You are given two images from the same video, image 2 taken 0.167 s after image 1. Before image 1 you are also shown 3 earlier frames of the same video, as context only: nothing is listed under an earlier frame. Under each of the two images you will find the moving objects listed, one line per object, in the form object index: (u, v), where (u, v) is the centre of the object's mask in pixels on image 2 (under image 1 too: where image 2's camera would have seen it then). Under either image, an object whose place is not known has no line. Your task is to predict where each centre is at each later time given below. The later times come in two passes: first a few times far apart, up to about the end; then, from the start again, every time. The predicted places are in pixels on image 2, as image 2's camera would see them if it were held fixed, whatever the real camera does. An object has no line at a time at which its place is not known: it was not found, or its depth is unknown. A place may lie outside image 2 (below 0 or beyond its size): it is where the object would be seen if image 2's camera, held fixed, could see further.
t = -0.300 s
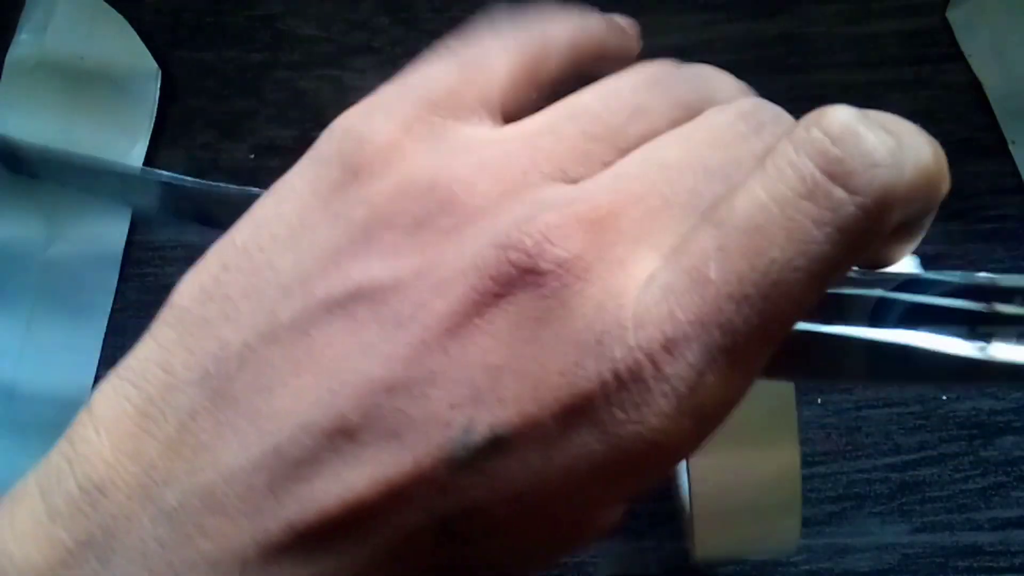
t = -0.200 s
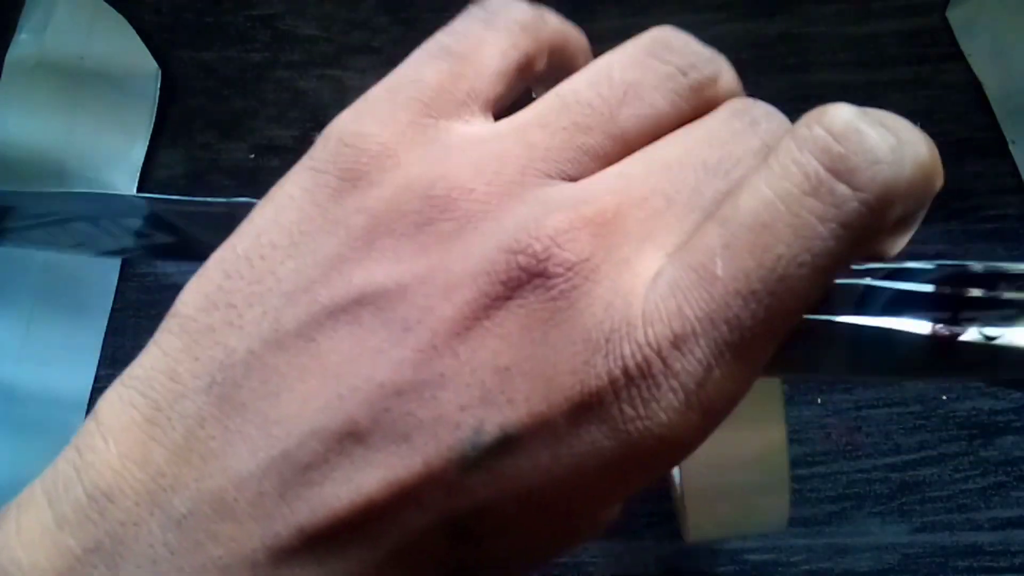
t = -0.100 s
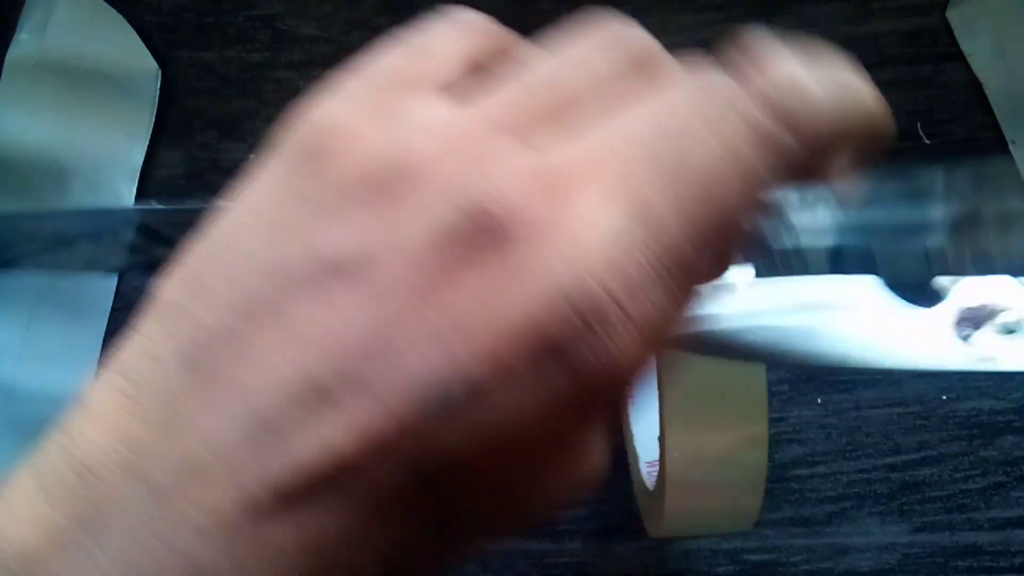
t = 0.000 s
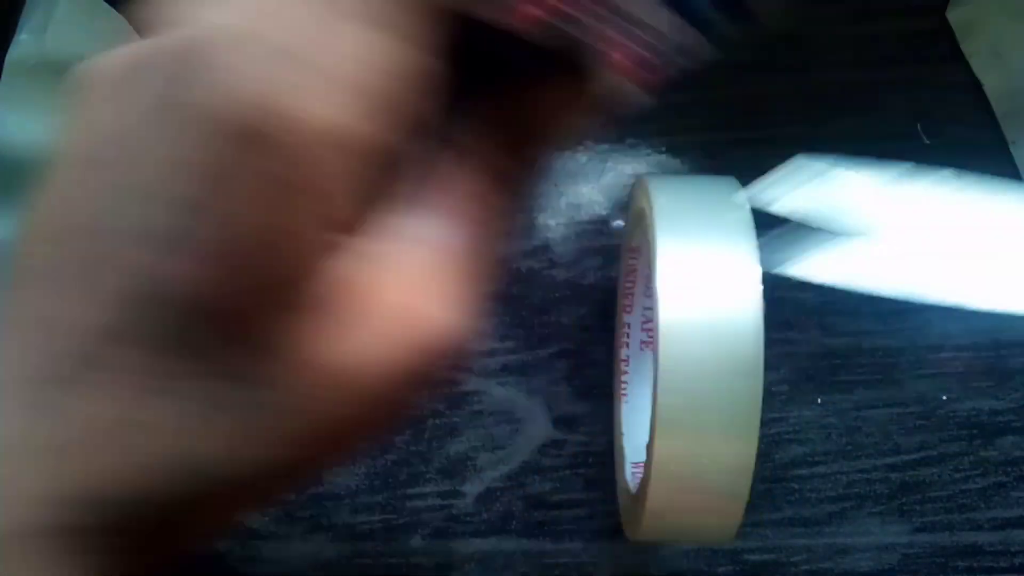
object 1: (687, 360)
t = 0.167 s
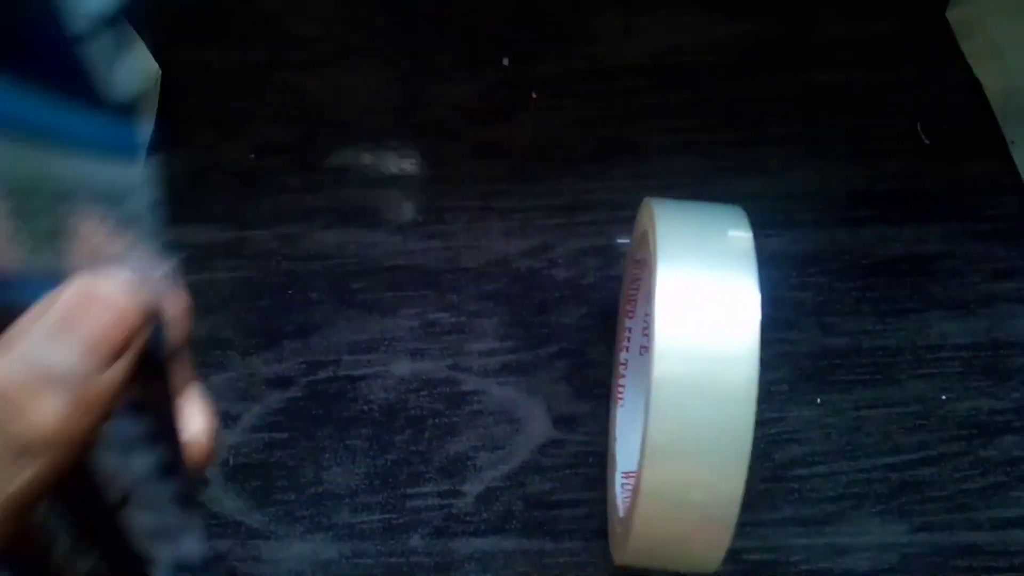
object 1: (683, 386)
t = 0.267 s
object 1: (682, 402)
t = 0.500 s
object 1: (679, 438)
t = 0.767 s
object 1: (671, 483)
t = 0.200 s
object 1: (683, 393)
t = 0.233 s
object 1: (682, 398)
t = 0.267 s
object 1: (682, 402)
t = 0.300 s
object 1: (682, 407)
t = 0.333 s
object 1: (681, 412)
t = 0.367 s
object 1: (681, 417)
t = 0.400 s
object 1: (680, 422)
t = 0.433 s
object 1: (680, 427)
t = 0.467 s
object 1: (680, 432)
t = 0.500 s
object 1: (679, 438)
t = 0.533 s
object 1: (678, 443)
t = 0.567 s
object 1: (677, 449)
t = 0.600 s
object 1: (677, 456)
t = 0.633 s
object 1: (676, 462)
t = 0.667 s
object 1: (675, 468)
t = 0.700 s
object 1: (674, 471)
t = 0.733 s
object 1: (673, 477)
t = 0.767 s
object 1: (671, 483)
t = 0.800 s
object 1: (670, 489)
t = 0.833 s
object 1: (668, 495)
